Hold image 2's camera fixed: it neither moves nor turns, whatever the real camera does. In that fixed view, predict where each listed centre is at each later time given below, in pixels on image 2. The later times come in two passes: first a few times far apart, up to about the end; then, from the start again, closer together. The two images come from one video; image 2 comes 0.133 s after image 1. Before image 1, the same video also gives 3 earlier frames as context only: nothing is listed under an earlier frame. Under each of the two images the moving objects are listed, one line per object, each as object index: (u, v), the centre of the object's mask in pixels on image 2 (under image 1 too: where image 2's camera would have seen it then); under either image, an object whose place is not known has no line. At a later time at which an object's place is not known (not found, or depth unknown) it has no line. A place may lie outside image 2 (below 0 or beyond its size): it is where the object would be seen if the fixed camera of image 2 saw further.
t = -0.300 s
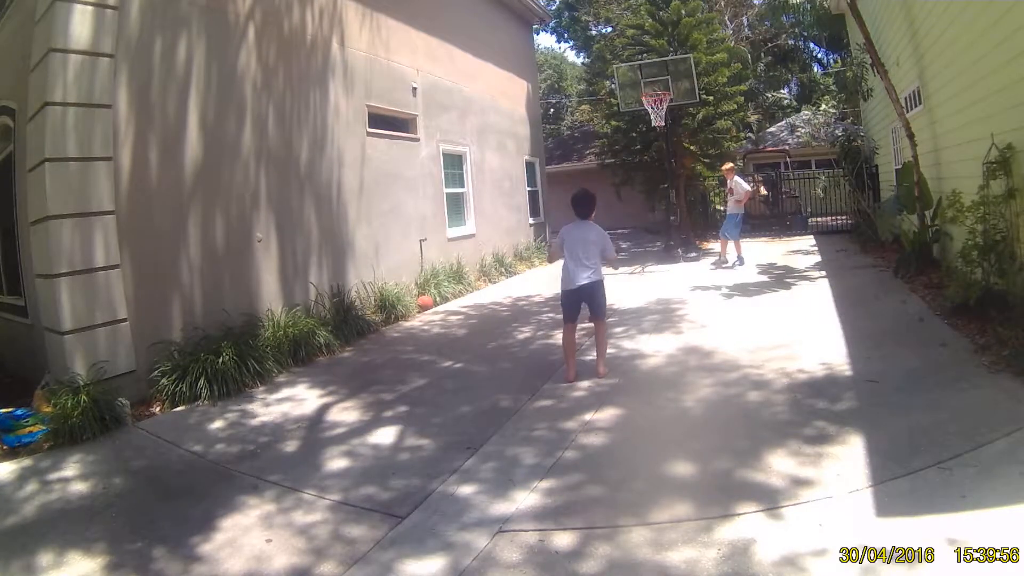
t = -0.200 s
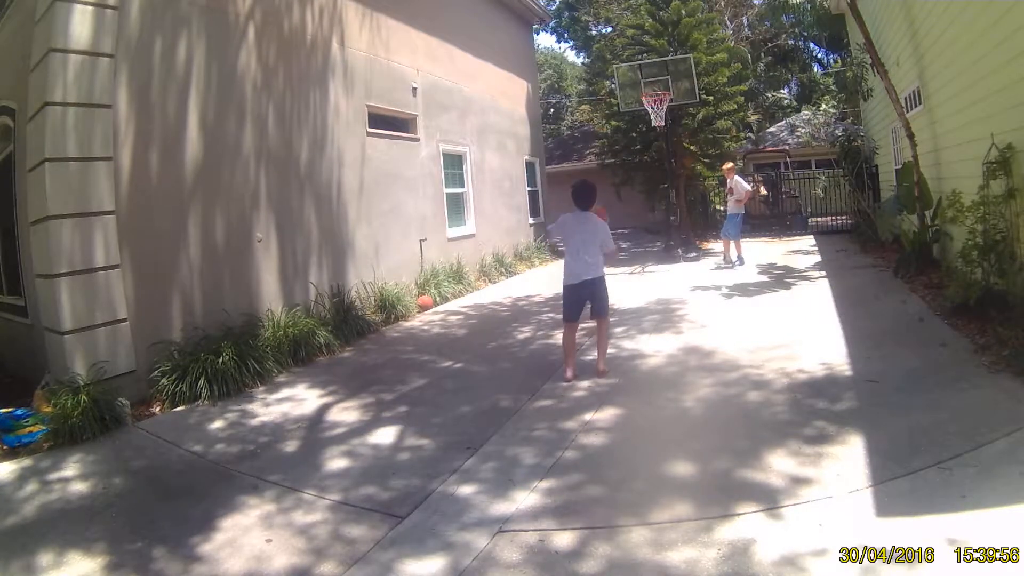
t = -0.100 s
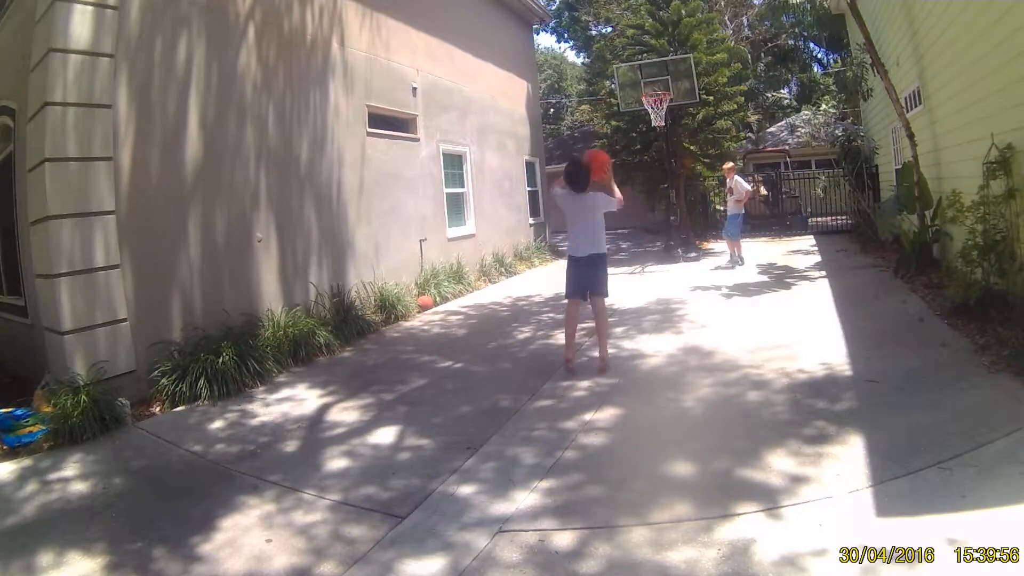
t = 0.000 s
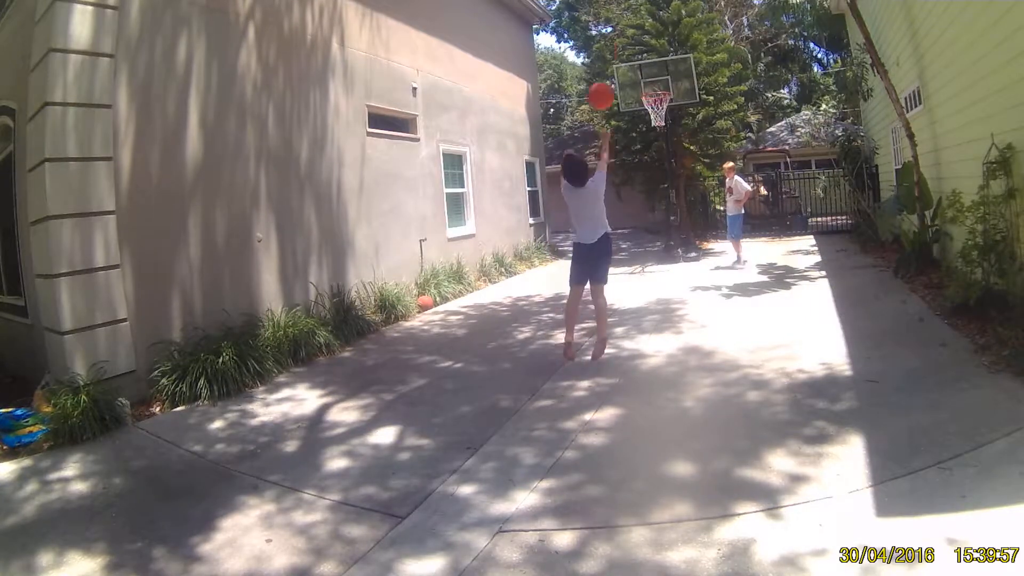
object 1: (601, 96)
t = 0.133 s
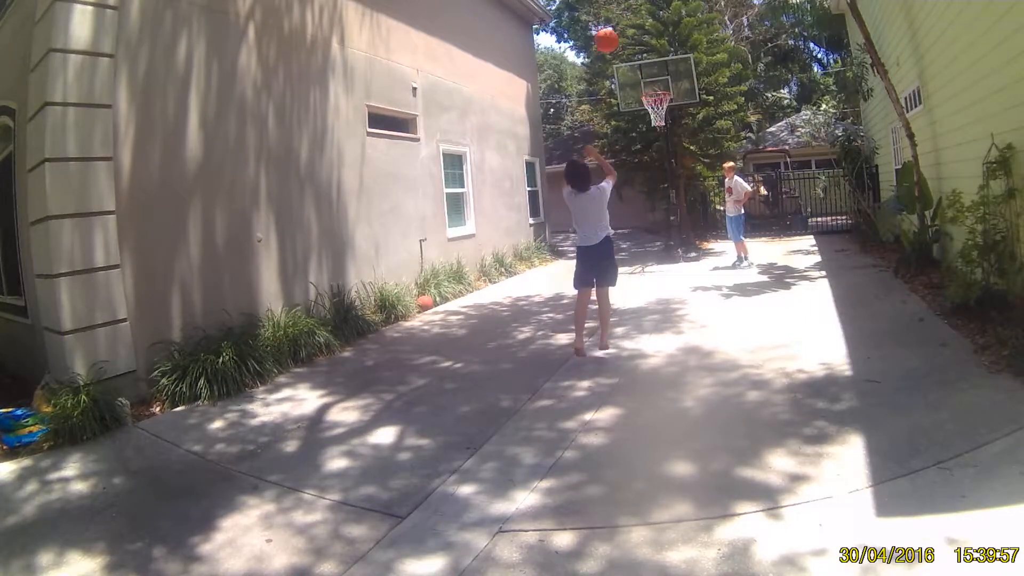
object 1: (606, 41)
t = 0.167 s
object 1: (608, 32)
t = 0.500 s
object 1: (624, 9)
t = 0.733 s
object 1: (636, 38)
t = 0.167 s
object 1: (608, 32)
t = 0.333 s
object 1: (616, 9)
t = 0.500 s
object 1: (624, 9)
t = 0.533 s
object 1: (625, 11)
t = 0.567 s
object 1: (627, 15)
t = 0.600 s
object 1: (629, 18)
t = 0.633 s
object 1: (631, 22)
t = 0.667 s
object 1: (632, 27)
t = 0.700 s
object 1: (634, 32)
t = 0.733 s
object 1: (636, 38)
